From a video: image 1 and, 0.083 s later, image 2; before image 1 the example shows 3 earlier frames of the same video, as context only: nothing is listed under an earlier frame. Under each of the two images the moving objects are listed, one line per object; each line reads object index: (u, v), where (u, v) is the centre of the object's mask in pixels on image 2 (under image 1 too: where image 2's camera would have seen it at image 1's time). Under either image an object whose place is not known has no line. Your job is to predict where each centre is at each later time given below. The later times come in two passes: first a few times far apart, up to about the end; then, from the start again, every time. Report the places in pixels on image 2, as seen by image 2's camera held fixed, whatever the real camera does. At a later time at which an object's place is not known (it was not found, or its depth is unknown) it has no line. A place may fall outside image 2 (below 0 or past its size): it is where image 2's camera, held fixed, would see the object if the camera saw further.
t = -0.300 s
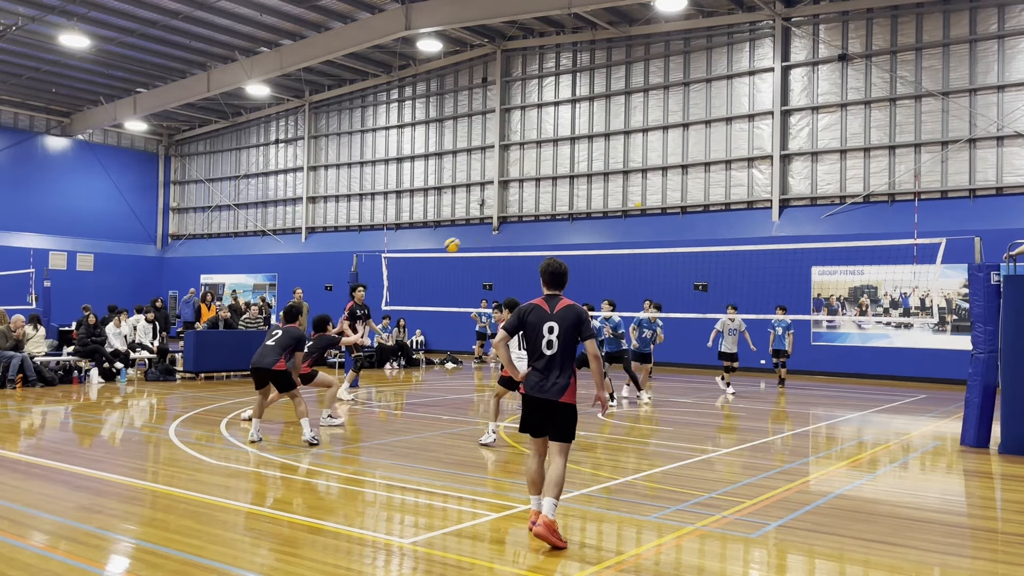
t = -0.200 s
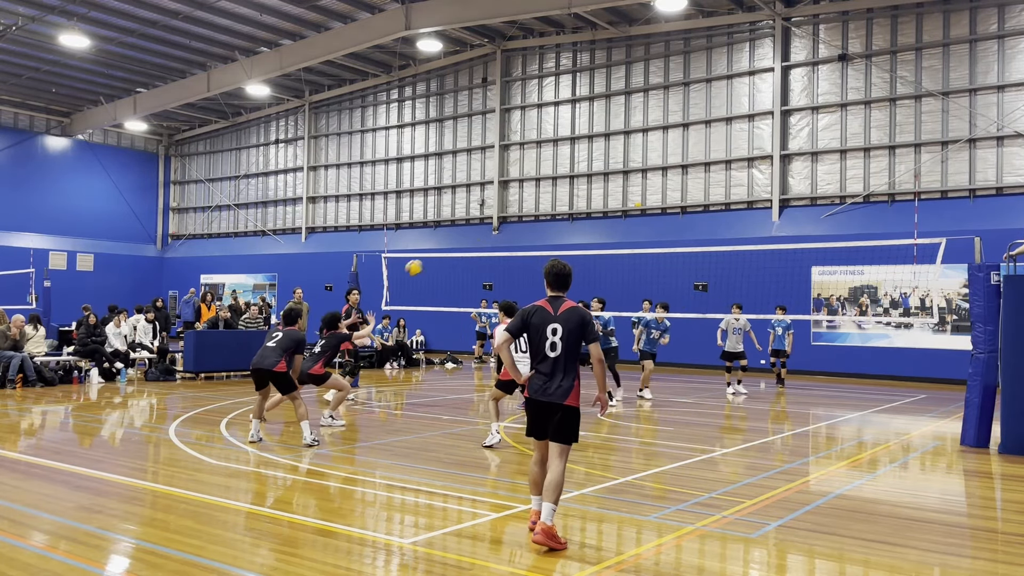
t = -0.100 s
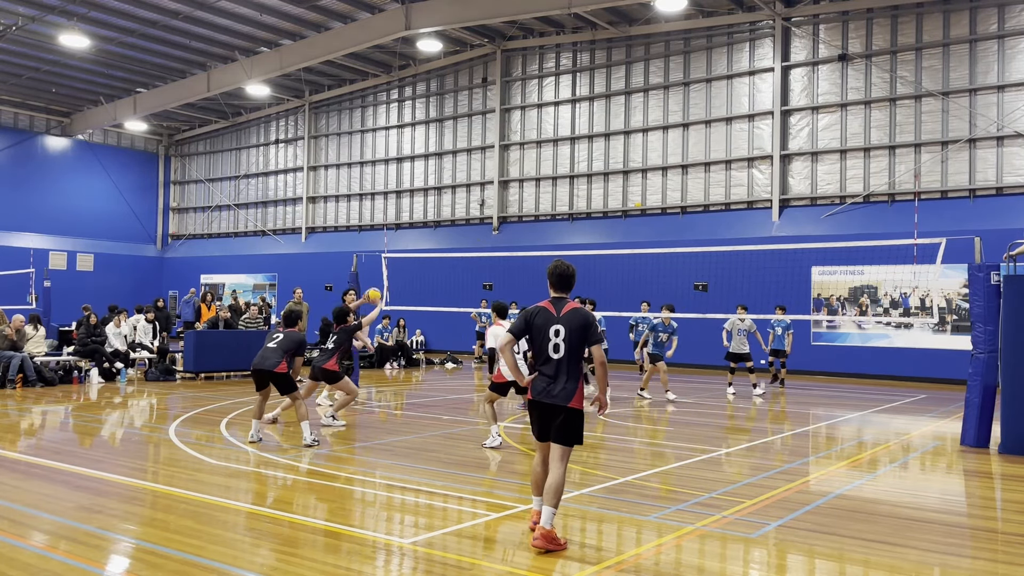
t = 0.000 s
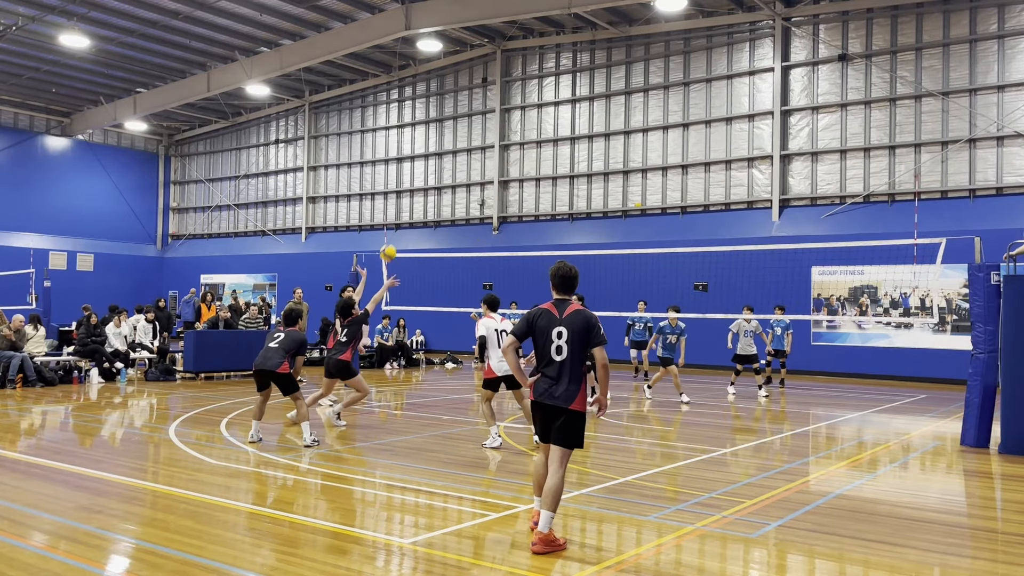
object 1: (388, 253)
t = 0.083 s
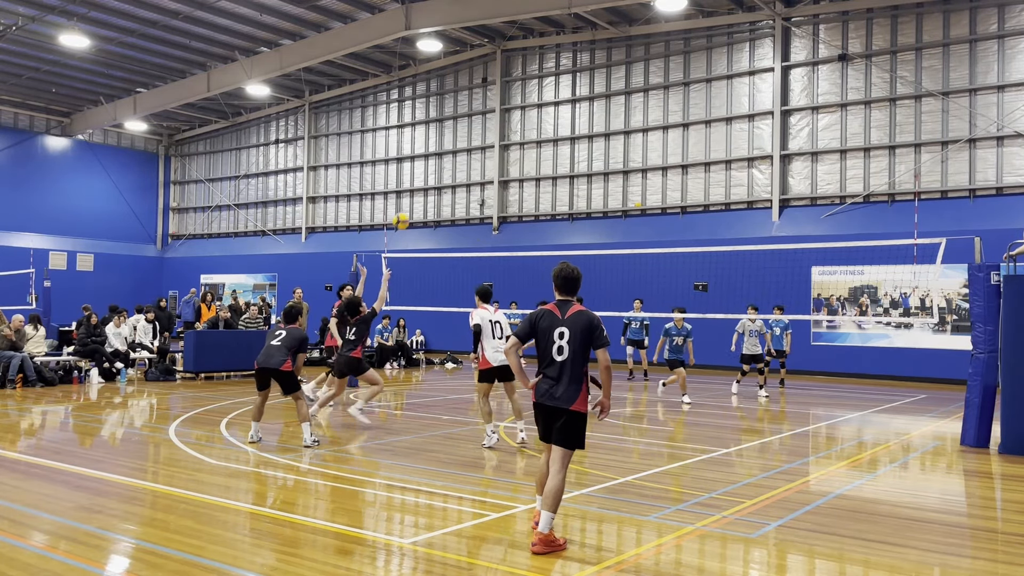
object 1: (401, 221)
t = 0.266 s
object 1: (428, 171)
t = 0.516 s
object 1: (463, 145)
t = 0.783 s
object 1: (498, 167)
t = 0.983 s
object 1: (521, 217)
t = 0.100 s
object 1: (403, 216)
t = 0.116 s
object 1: (406, 210)
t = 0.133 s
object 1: (408, 205)
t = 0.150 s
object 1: (411, 199)
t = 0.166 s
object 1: (413, 195)
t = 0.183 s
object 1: (416, 190)
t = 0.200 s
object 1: (418, 186)
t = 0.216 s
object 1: (421, 183)
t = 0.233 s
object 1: (423, 178)
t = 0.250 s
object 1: (426, 174)
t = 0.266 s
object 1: (428, 171)
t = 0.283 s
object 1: (431, 168)
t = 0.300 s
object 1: (433, 165)
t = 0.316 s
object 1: (436, 162)
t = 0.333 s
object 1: (438, 159)
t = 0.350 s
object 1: (441, 157)
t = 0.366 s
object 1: (443, 155)
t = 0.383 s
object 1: (445, 153)
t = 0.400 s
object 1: (447, 151)
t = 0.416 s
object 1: (450, 149)
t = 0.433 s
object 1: (452, 148)
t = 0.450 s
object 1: (454, 147)
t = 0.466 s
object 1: (457, 146)
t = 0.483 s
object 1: (459, 145)
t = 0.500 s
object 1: (461, 145)
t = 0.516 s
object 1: (463, 145)
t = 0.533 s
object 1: (466, 145)
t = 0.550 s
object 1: (468, 145)
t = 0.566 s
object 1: (470, 145)
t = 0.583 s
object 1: (472, 146)
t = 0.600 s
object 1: (474, 146)
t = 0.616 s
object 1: (477, 147)
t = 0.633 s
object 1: (479, 149)
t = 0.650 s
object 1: (481, 150)
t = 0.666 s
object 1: (483, 151)
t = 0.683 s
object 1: (485, 153)
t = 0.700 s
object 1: (487, 155)
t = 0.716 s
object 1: (489, 157)
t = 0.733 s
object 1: (491, 159)
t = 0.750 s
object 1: (494, 162)
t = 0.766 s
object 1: (496, 165)
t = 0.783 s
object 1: (498, 167)
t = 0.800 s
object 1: (499, 171)
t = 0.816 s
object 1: (501, 174)
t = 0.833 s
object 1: (504, 178)
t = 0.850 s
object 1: (505, 181)
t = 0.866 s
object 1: (507, 184)
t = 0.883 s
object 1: (509, 188)
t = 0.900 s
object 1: (512, 192)
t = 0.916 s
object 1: (513, 198)
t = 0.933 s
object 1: (515, 202)
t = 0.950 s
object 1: (518, 207)
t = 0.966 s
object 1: (519, 212)
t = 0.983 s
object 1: (521, 217)
